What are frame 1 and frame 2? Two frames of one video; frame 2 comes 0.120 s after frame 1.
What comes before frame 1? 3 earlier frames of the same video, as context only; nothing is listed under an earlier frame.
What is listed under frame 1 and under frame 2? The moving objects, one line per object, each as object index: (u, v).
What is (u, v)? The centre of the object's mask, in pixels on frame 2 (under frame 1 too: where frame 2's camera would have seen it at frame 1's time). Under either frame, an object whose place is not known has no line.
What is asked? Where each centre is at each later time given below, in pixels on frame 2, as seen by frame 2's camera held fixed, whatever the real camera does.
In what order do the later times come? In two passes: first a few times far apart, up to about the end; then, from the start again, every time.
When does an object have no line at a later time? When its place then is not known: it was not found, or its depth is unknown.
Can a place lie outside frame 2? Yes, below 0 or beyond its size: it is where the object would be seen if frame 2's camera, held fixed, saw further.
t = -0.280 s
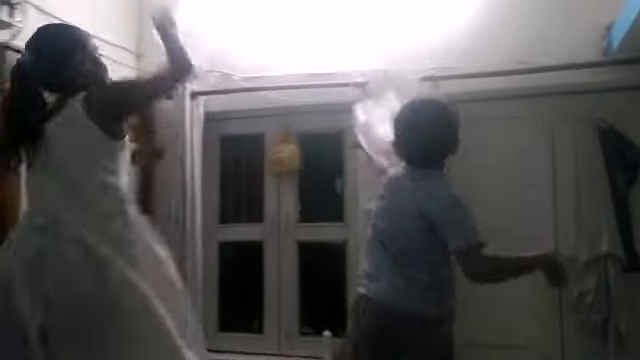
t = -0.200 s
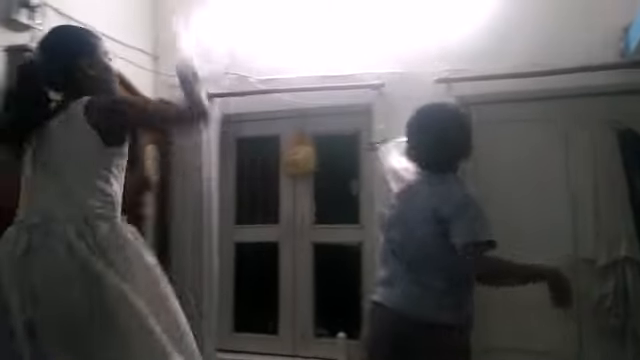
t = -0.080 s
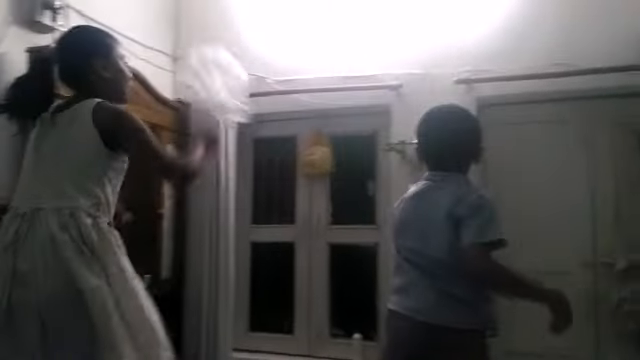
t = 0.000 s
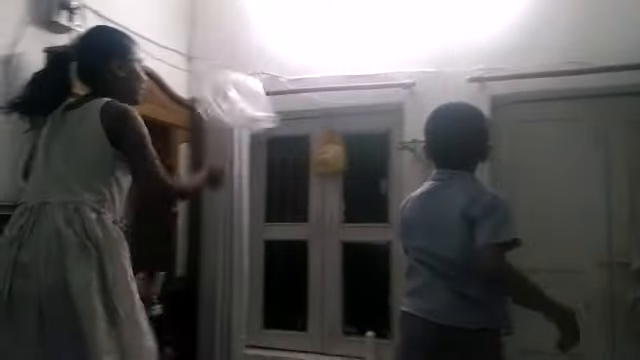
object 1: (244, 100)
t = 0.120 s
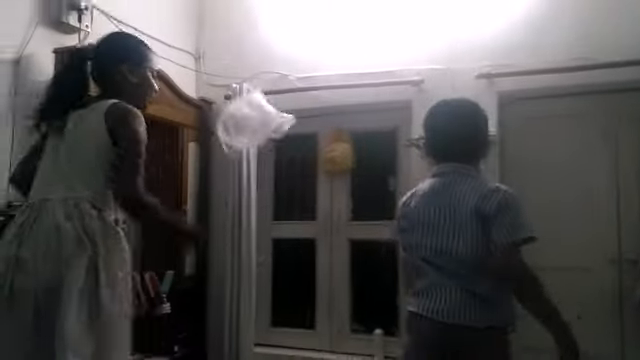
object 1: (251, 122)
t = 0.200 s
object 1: (253, 137)
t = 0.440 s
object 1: (253, 206)
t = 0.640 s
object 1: (249, 261)
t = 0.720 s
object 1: (246, 284)
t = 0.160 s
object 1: (252, 130)
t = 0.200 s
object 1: (253, 137)
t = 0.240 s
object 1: (255, 155)
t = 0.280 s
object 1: (255, 164)
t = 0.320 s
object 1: (254, 174)
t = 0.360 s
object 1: (254, 184)
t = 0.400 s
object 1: (254, 195)
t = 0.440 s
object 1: (253, 206)
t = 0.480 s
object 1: (253, 217)
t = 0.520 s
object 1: (252, 228)
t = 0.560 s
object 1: (252, 238)
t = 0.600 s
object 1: (250, 249)
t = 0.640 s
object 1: (249, 261)
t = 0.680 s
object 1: (247, 272)
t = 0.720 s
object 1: (246, 284)
